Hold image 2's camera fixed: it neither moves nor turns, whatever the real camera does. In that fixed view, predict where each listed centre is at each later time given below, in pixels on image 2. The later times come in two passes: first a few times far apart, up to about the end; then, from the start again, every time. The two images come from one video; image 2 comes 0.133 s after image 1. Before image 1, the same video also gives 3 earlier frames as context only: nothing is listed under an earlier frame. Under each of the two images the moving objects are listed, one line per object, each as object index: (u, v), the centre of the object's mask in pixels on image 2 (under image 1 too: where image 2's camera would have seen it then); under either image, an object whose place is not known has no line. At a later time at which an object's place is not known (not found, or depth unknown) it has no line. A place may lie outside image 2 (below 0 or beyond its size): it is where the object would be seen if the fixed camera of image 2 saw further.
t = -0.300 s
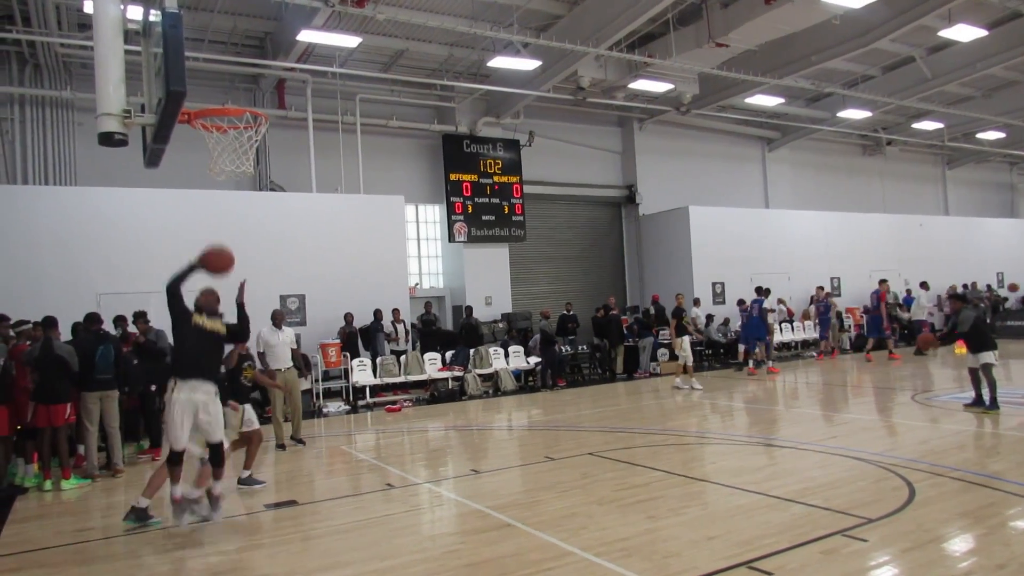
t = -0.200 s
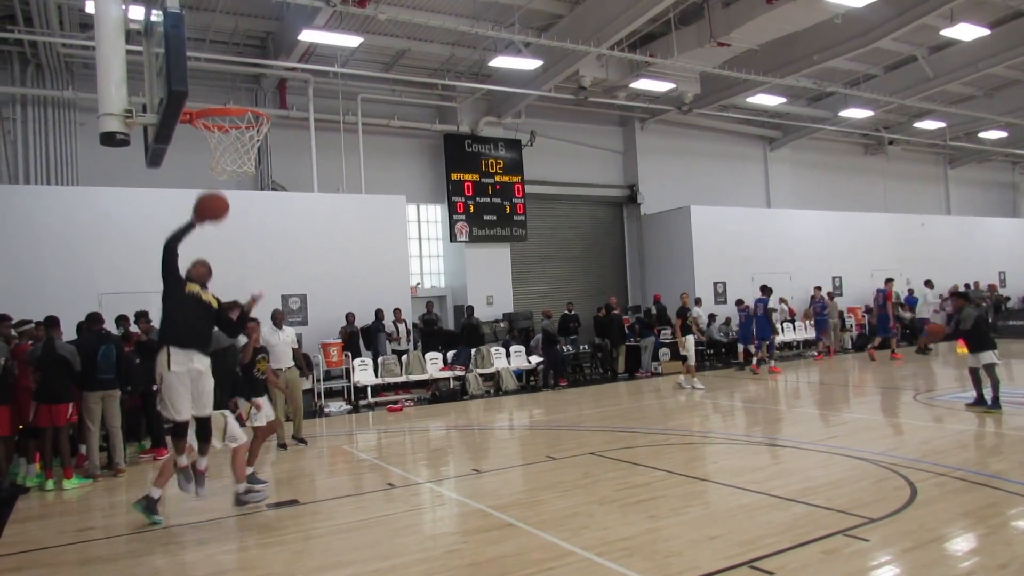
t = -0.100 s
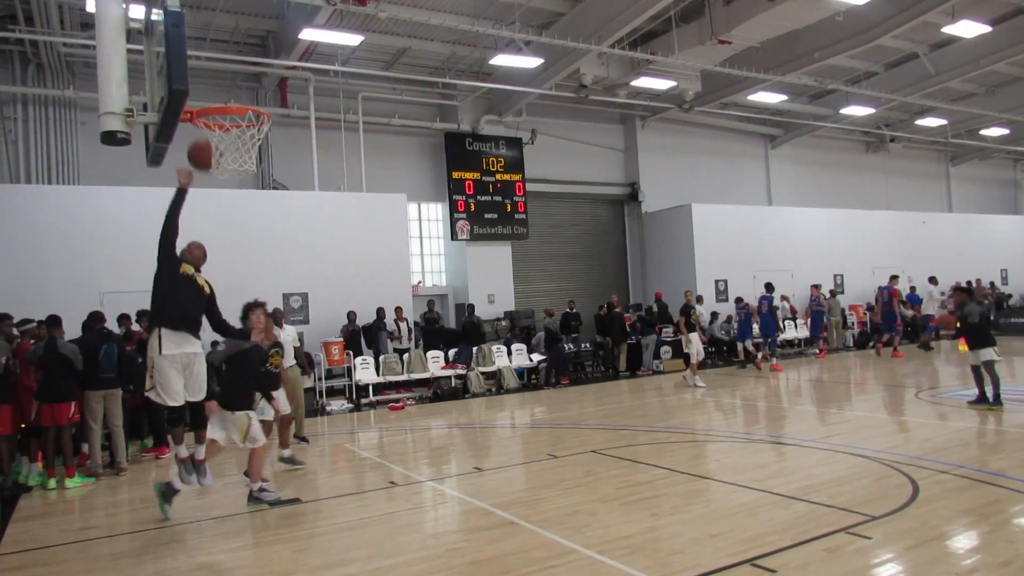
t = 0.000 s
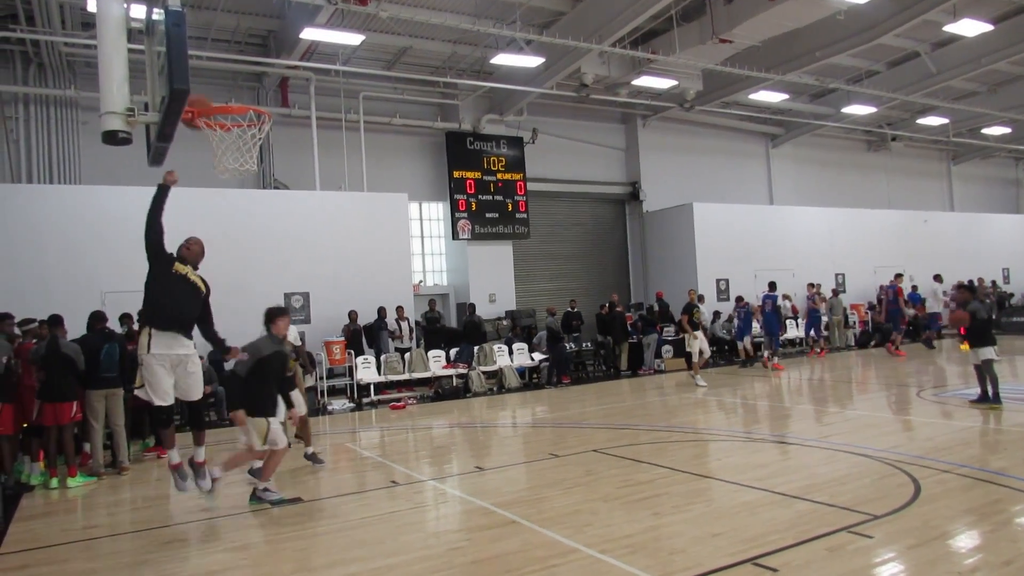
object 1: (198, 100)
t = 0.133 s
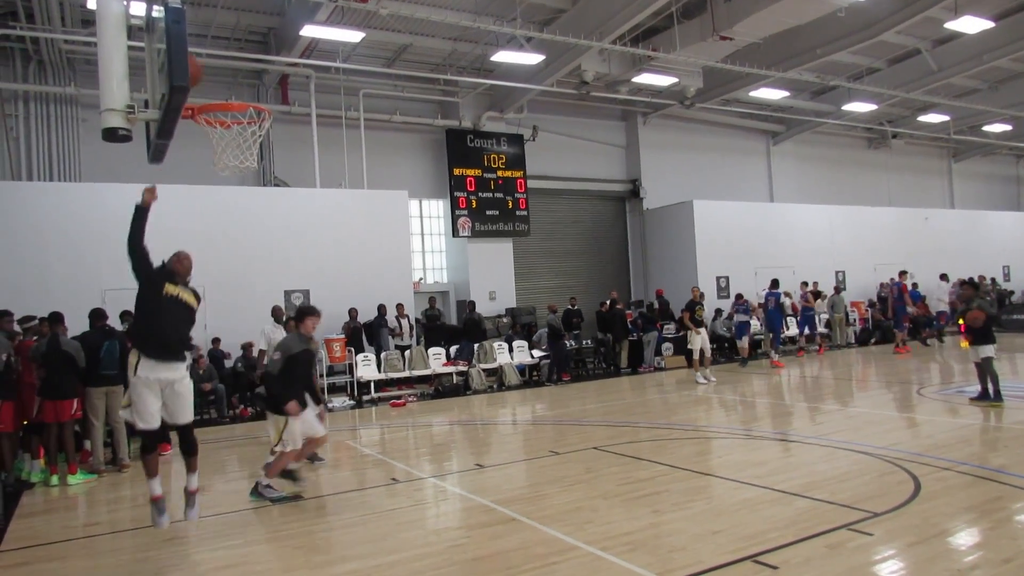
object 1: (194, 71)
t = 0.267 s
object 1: (200, 68)
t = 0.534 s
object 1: (227, 139)
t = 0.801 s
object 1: (259, 251)
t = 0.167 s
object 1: (195, 68)
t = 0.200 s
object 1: (197, 66)
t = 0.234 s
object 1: (199, 66)
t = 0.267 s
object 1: (200, 68)
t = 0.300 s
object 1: (202, 71)
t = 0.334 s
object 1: (205, 76)
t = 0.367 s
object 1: (207, 83)
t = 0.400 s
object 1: (209, 89)
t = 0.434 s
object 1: (213, 94)
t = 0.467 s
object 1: (218, 115)
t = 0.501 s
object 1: (222, 127)
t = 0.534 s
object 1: (227, 139)
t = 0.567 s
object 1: (231, 151)
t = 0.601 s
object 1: (235, 162)
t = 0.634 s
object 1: (240, 174)
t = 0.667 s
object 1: (242, 185)
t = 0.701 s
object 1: (246, 199)
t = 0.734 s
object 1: (252, 214)
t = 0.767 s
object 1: (256, 232)
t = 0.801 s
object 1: (259, 251)
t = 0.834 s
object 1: (264, 272)
